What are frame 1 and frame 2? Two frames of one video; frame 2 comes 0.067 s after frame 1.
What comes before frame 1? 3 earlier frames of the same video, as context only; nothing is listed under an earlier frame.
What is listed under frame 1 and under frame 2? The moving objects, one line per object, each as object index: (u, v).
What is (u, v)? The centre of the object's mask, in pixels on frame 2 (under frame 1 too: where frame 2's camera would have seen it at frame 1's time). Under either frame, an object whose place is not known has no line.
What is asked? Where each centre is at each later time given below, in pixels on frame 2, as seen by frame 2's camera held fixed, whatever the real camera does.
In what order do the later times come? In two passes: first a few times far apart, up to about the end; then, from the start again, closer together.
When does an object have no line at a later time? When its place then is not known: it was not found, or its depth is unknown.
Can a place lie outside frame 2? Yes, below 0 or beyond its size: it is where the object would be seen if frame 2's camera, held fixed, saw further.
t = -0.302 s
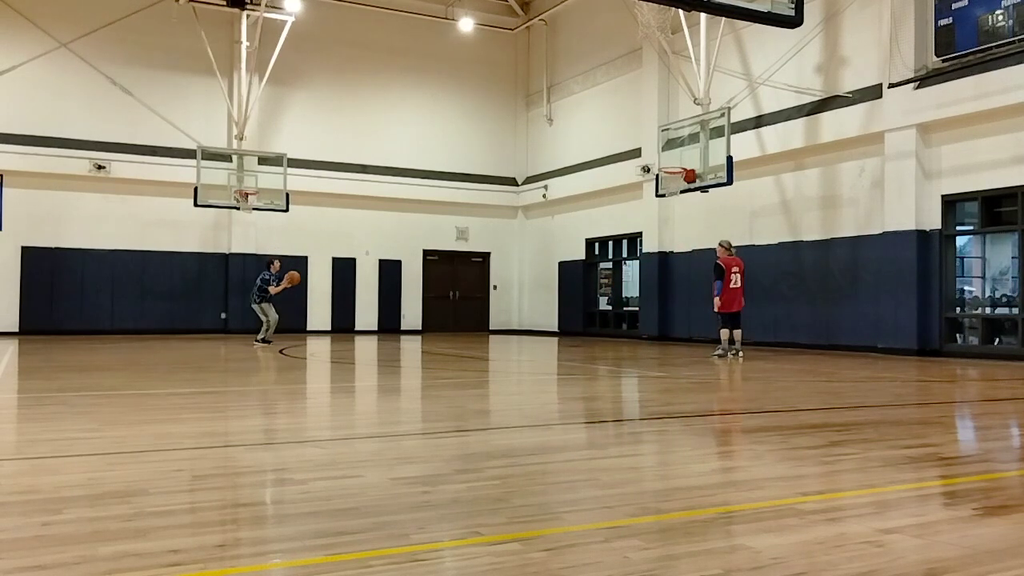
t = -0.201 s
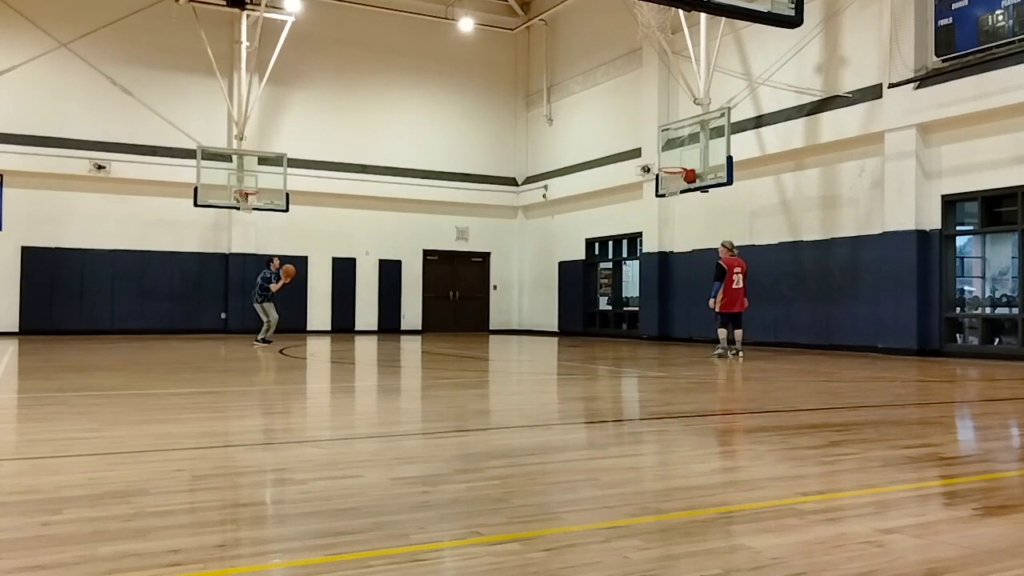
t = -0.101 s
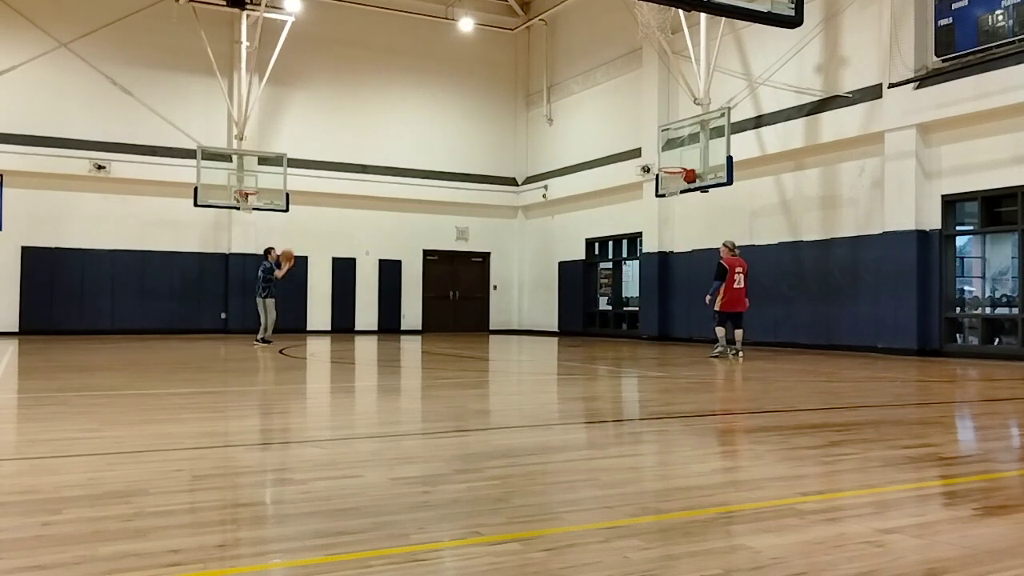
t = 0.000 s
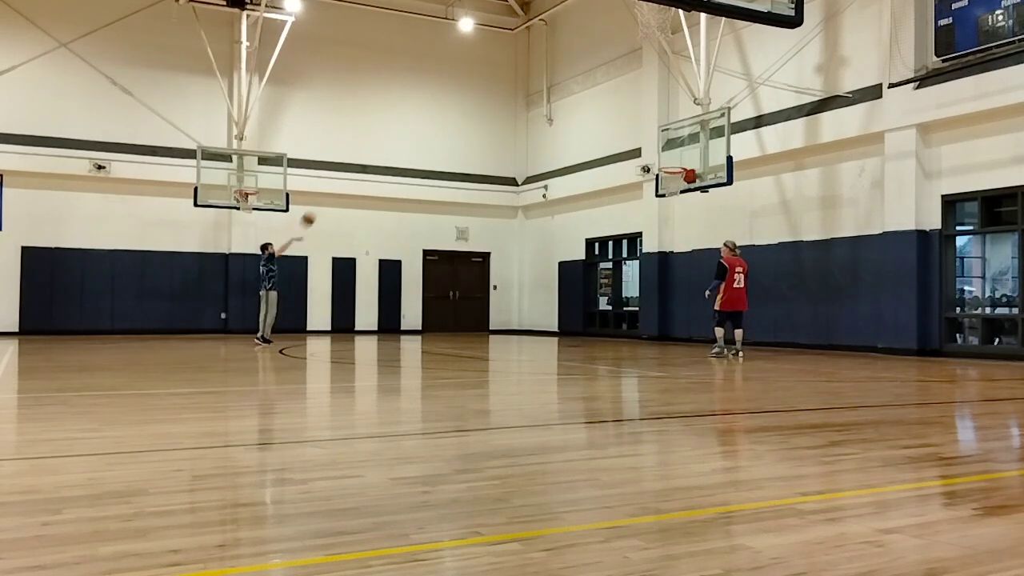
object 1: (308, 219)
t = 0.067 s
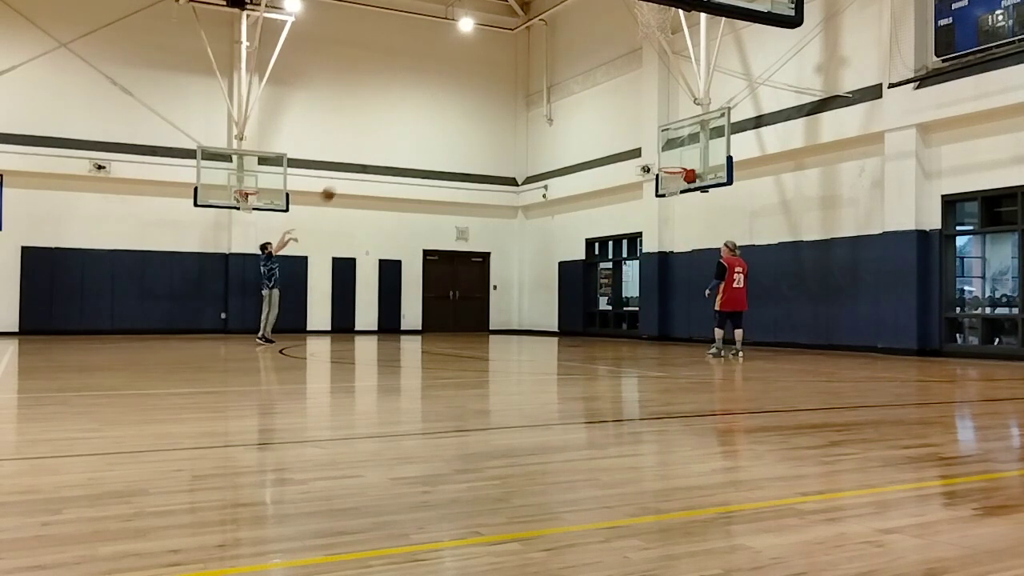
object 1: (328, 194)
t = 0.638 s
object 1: (494, 78)
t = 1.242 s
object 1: (666, 154)
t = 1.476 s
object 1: (678, 154)
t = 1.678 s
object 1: (648, 161)
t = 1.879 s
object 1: (619, 193)
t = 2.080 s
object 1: (589, 248)
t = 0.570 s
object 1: (475, 83)
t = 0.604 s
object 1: (484, 80)
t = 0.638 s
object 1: (494, 78)
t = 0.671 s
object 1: (504, 77)
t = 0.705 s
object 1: (513, 76)
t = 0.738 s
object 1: (524, 76)
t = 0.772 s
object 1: (533, 77)
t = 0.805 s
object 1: (543, 78)
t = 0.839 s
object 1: (552, 80)
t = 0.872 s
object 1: (562, 83)
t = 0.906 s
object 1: (571, 86)
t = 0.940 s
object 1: (581, 90)
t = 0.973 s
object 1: (591, 95)
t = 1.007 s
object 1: (600, 100)
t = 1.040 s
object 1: (609, 106)
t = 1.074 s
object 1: (619, 112)
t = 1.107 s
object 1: (628, 119)
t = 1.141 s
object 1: (638, 127)
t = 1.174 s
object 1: (647, 136)
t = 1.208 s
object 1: (657, 146)
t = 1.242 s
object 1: (666, 154)
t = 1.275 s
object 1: (674, 161)
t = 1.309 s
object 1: (679, 159)
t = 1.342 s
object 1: (684, 158)
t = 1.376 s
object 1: (688, 158)
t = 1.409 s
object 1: (687, 156)
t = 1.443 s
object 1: (683, 155)
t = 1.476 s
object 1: (678, 154)
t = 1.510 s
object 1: (673, 154)
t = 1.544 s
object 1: (668, 153)
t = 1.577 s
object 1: (663, 155)
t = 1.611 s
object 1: (658, 156)
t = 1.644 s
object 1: (653, 158)
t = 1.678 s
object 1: (648, 161)
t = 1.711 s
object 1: (644, 165)
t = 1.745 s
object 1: (639, 169)
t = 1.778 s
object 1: (633, 174)
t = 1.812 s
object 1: (628, 180)
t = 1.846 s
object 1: (624, 186)
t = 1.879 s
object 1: (619, 193)
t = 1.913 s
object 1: (613, 201)
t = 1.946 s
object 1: (608, 209)
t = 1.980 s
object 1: (604, 217)
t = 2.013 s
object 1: (598, 227)
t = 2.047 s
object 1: (593, 238)
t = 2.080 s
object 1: (589, 248)
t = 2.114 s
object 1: (583, 261)
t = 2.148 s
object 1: (578, 272)
